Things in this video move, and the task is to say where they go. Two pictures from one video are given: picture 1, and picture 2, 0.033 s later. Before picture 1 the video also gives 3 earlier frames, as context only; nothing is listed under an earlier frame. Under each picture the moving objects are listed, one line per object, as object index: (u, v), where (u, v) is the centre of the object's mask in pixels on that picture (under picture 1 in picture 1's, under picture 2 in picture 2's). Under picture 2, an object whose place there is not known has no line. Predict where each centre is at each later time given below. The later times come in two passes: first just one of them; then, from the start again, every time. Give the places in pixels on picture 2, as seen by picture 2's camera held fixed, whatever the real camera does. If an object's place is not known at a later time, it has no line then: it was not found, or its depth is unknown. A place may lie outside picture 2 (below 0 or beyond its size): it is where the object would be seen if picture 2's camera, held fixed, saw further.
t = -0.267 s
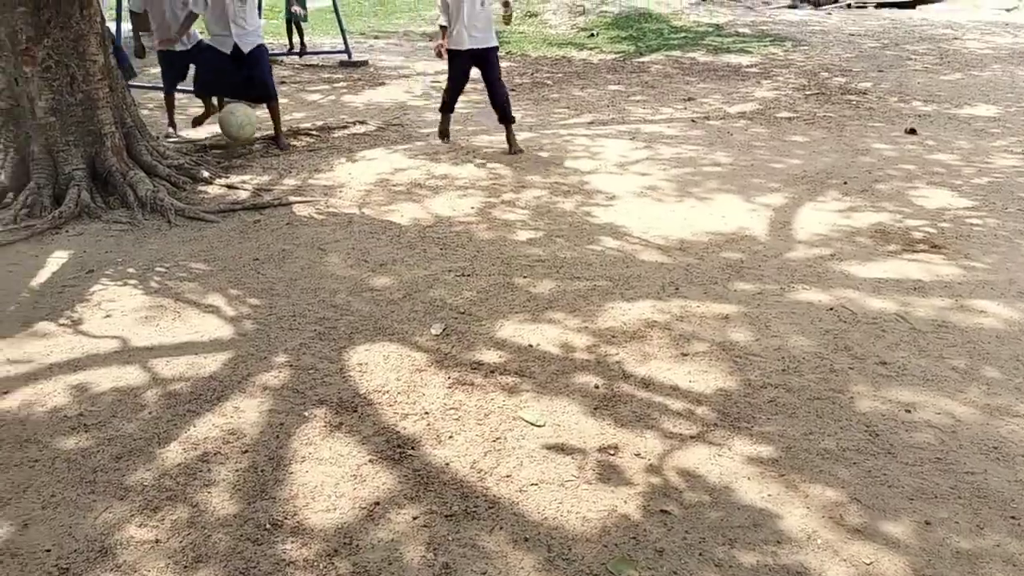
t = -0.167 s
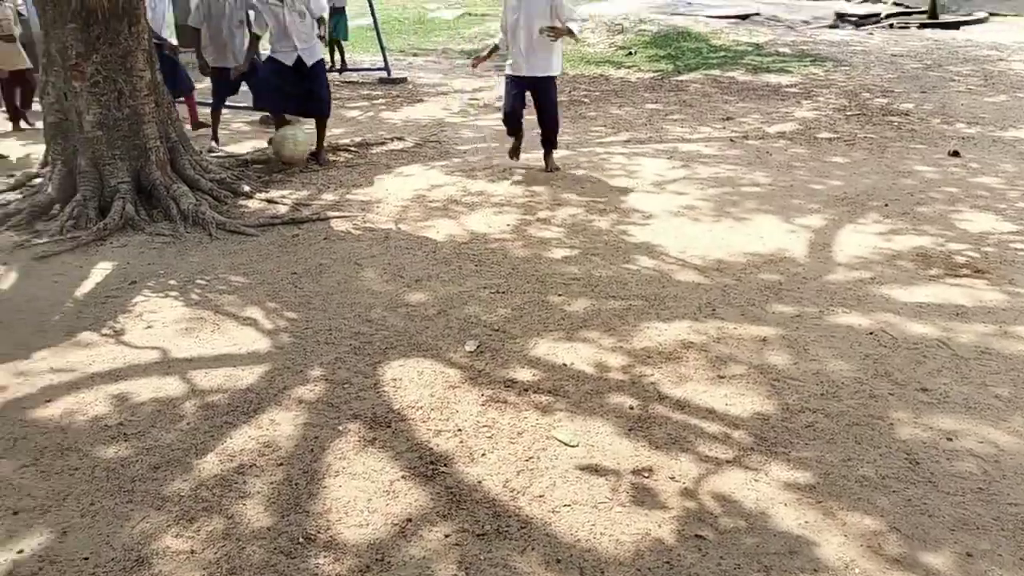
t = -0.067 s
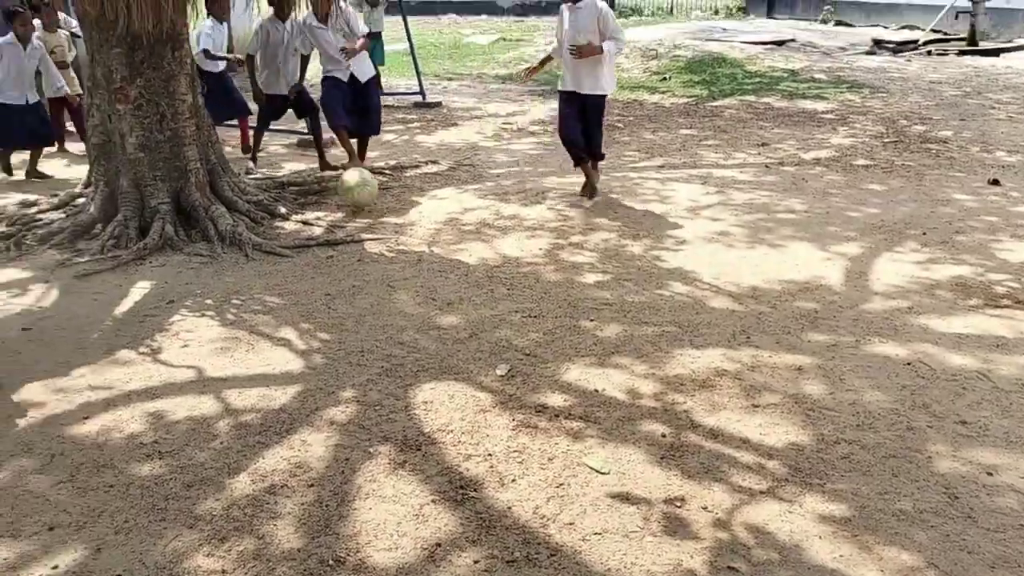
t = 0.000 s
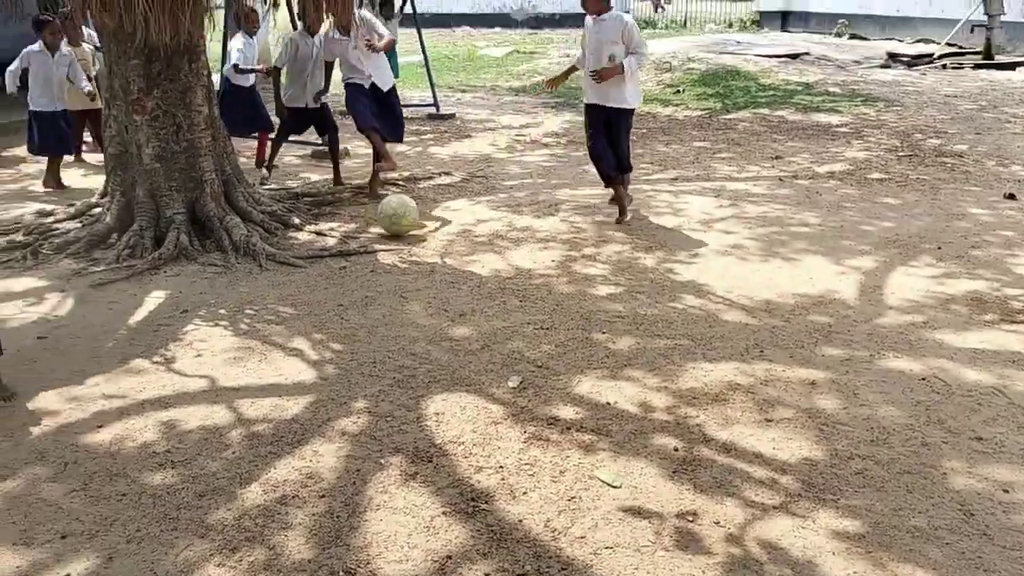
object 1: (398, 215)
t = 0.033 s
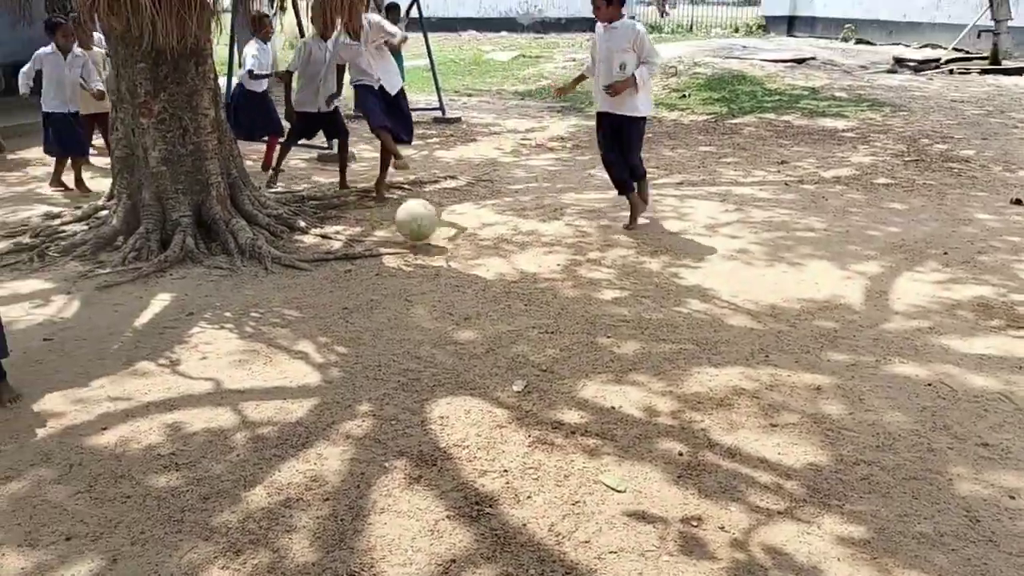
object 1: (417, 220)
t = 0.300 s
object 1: (535, 266)
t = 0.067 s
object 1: (429, 223)
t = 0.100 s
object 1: (444, 231)
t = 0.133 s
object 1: (458, 239)
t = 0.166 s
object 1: (475, 250)
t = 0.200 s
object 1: (492, 263)
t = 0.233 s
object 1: (506, 265)
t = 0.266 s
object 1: (520, 263)
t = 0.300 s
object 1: (535, 266)
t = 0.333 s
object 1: (549, 270)
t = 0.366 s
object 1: (566, 277)
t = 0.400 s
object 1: (583, 287)
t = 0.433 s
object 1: (601, 299)
